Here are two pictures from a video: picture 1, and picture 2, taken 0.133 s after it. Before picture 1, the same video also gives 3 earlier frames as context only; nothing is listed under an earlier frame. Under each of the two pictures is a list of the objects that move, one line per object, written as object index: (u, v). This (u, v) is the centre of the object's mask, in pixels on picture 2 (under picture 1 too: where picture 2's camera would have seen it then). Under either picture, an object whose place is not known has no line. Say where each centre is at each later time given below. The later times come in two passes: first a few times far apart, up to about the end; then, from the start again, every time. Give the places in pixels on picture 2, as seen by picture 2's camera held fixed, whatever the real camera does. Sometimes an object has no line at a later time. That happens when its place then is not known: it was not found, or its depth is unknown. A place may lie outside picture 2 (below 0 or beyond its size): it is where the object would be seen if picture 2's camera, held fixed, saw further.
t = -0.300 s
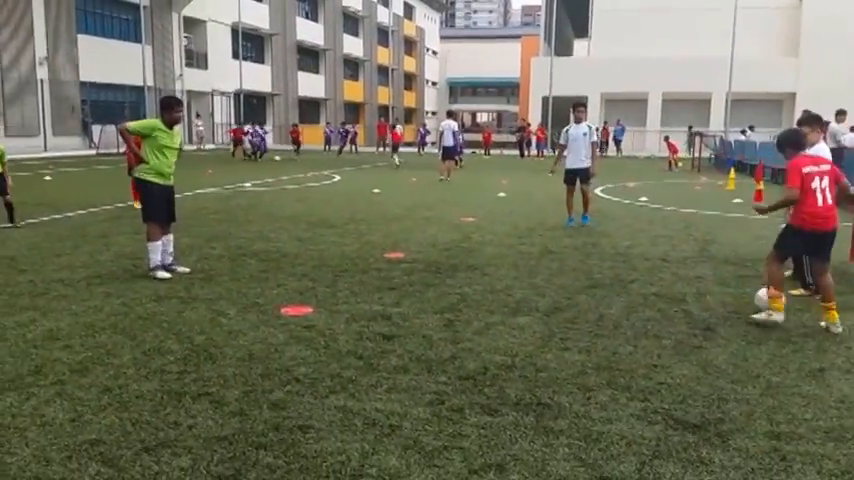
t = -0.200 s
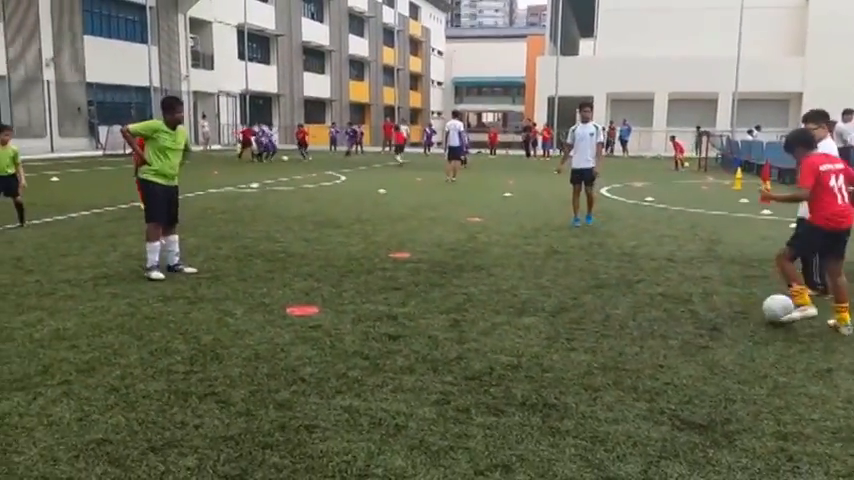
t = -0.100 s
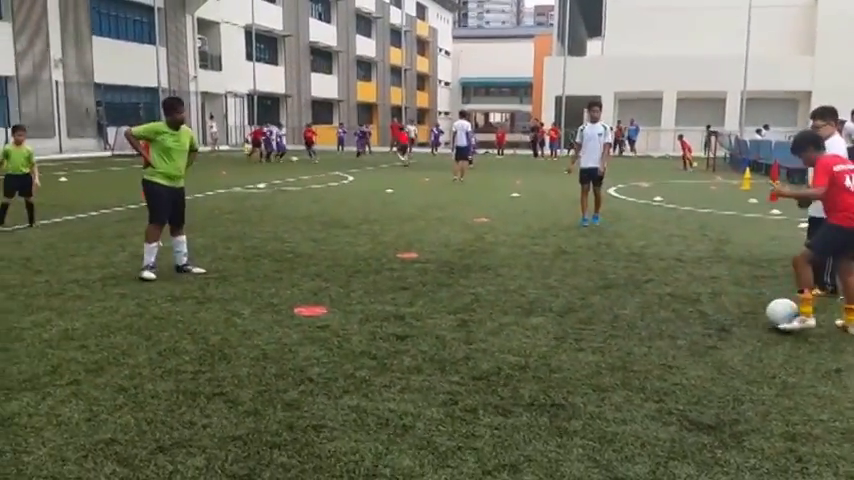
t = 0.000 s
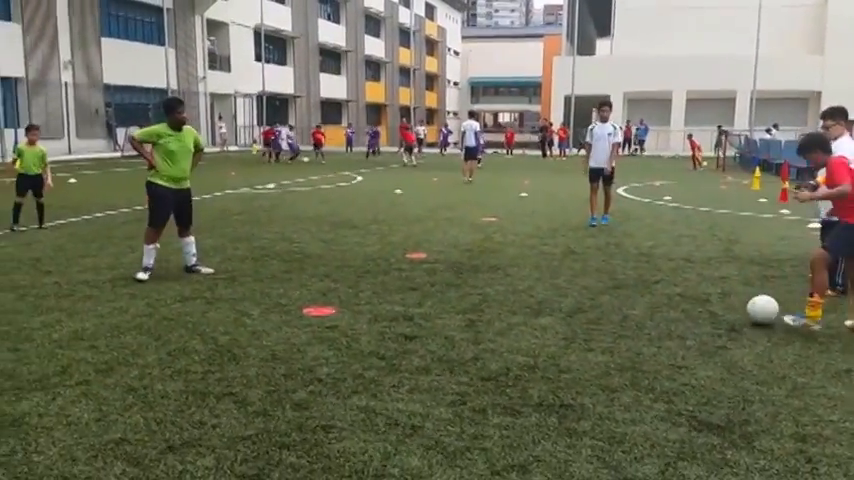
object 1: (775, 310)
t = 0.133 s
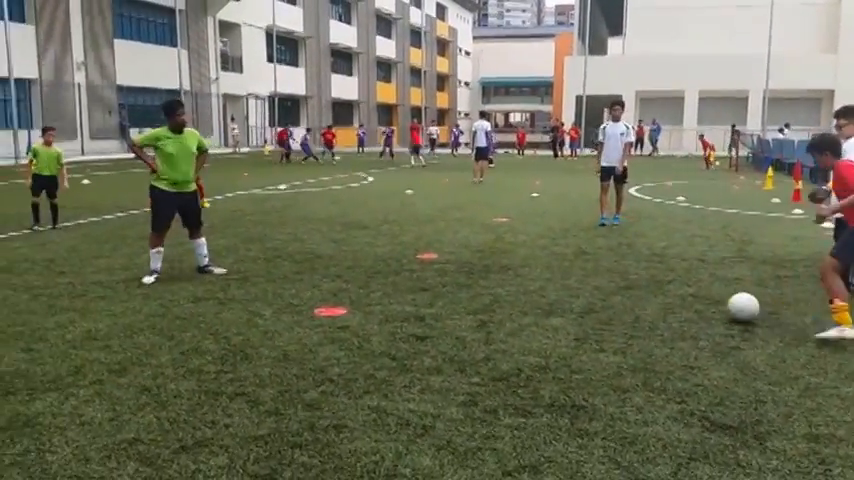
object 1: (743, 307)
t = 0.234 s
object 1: (724, 305)
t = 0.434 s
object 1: (688, 302)
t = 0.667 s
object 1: (651, 297)
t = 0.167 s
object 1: (737, 305)
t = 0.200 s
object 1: (730, 305)
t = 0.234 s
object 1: (724, 305)
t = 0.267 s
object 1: (718, 304)
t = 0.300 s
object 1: (711, 304)
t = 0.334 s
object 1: (706, 303)
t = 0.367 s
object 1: (700, 302)
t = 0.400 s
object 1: (694, 302)
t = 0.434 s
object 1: (688, 302)
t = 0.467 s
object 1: (682, 300)
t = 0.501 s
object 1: (677, 300)
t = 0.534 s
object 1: (672, 300)
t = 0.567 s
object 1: (666, 299)
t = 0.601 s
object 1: (661, 298)
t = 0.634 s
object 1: (656, 298)
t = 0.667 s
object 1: (651, 297)
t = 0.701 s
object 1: (645, 297)
